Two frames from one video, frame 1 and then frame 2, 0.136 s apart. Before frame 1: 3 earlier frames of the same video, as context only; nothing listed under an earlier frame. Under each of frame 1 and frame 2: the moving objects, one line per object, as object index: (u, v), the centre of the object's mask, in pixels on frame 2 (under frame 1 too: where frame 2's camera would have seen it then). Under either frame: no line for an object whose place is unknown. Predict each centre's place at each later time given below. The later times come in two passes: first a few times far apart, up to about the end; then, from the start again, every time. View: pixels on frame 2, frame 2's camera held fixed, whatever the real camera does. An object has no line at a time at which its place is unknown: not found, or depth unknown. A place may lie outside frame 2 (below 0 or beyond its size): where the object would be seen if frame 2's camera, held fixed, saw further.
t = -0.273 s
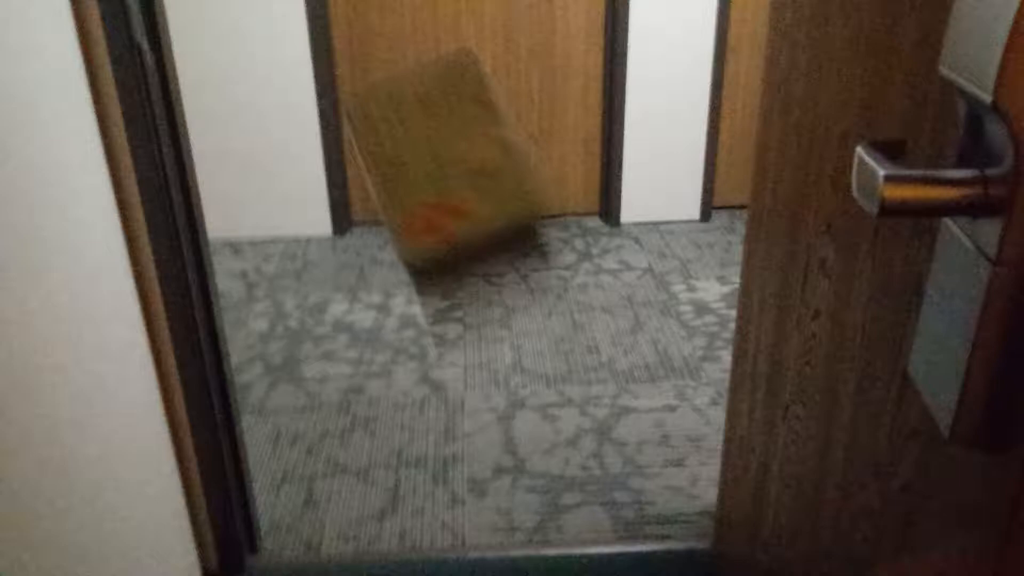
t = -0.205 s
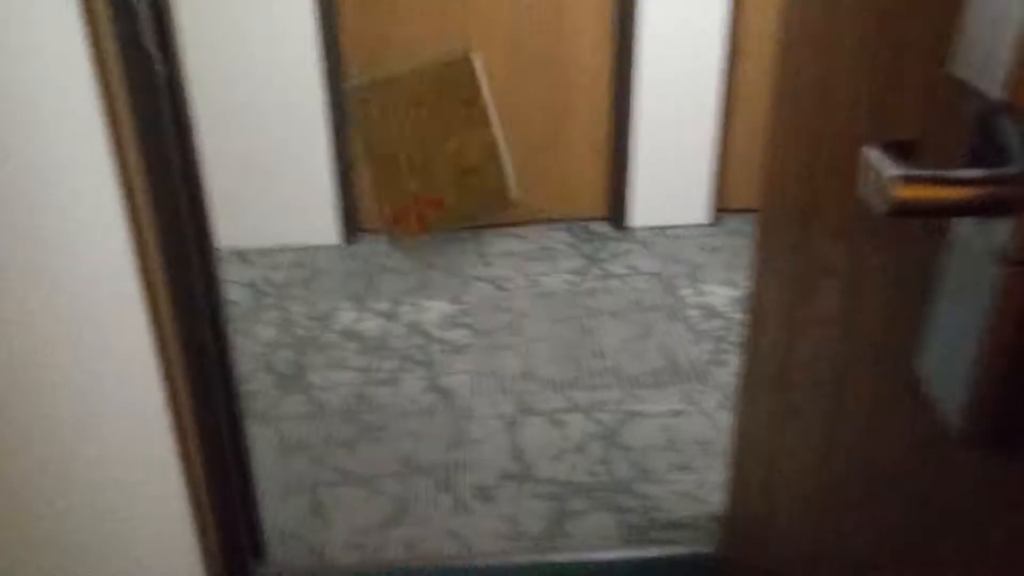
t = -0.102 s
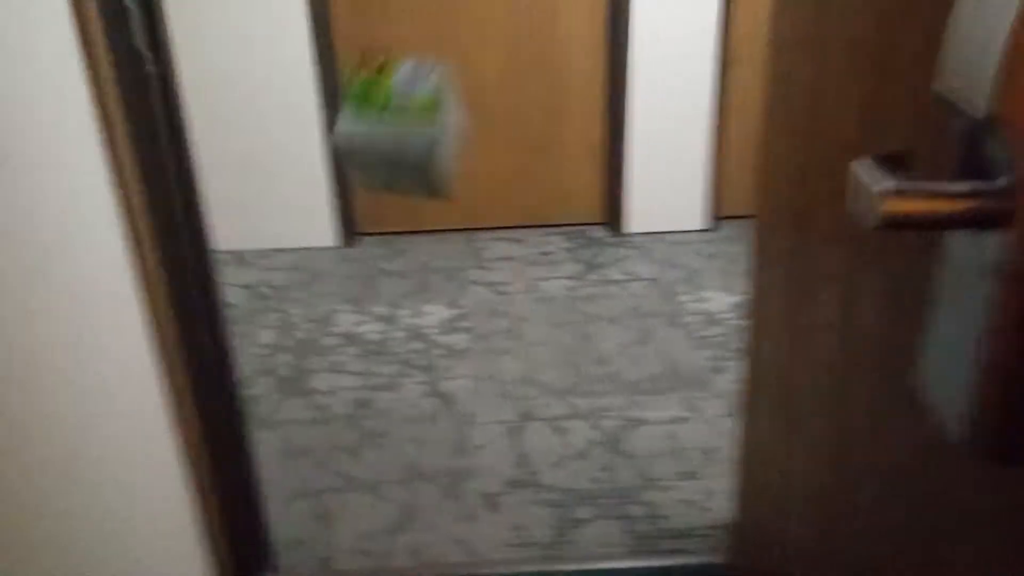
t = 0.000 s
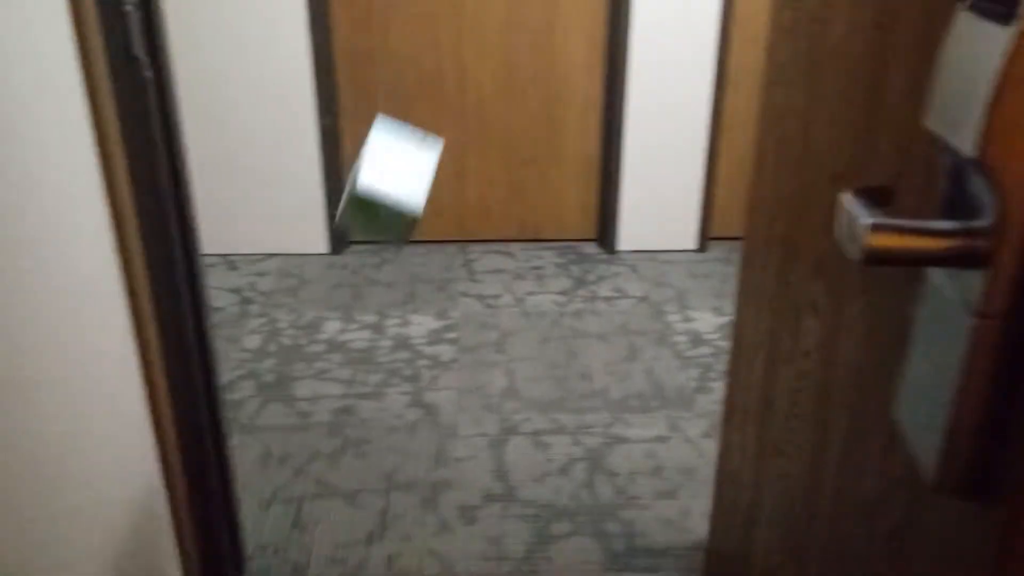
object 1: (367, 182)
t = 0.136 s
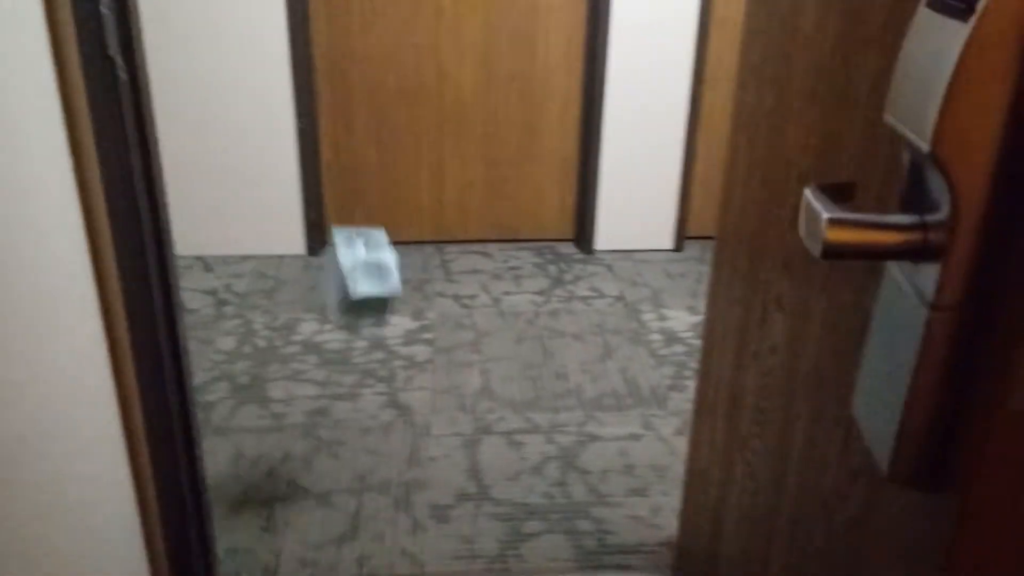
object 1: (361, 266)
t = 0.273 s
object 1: (357, 384)
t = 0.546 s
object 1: (425, 309)
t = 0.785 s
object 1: (455, 291)
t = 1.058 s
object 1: (456, 271)
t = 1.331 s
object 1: (477, 270)
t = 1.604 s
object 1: (483, 271)
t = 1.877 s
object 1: (483, 272)
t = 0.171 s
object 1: (361, 300)
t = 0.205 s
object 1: (363, 330)
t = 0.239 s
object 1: (360, 361)
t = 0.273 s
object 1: (357, 384)
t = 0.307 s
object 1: (364, 379)
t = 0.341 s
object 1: (376, 351)
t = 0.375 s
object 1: (389, 332)
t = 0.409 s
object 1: (399, 317)
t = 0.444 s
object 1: (405, 311)
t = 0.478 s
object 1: (412, 306)
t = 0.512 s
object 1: (419, 306)
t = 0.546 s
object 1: (425, 309)
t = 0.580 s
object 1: (430, 319)
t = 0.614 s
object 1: (437, 317)
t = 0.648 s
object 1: (440, 312)
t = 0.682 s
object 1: (443, 303)
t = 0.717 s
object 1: (446, 294)
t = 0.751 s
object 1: (450, 291)
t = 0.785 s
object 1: (455, 291)
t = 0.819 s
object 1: (455, 289)
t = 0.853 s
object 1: (456, 285)
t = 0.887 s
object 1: (456, 279)
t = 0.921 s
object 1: (455, 275)
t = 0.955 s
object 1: (454, 274)
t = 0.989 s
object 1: (454, 272)
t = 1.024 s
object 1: (455, 272)
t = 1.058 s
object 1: (456, 271)
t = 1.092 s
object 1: (458, 270)
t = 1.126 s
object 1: (459, 269)
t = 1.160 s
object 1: (461, 270)
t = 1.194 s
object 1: (463, 268)
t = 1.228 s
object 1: (466, 268)
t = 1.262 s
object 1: (470, 269)
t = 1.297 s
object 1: (475, 269)
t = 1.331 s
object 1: (477, 270)
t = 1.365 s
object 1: (481, 272)
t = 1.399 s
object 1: (481, 272)
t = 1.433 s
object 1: (482, 272)
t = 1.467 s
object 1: (483, 272)
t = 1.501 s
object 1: (482, 272)
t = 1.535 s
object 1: (482, 272)
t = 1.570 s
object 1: (483, 272)
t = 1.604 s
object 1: (483, 271)
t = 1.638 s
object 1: (483, 272)
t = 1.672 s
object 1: (484, 273)
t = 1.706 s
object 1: (483, 273)
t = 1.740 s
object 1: (484, 273)
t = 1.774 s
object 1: (483, 272)
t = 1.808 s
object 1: (484, 272)
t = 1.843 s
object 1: (486, 272)
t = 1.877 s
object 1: (483, 272)
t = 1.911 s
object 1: (484, 271)
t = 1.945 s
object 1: (484, 270)
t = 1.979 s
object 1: (485, 272)
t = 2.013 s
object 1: (484, 273)
